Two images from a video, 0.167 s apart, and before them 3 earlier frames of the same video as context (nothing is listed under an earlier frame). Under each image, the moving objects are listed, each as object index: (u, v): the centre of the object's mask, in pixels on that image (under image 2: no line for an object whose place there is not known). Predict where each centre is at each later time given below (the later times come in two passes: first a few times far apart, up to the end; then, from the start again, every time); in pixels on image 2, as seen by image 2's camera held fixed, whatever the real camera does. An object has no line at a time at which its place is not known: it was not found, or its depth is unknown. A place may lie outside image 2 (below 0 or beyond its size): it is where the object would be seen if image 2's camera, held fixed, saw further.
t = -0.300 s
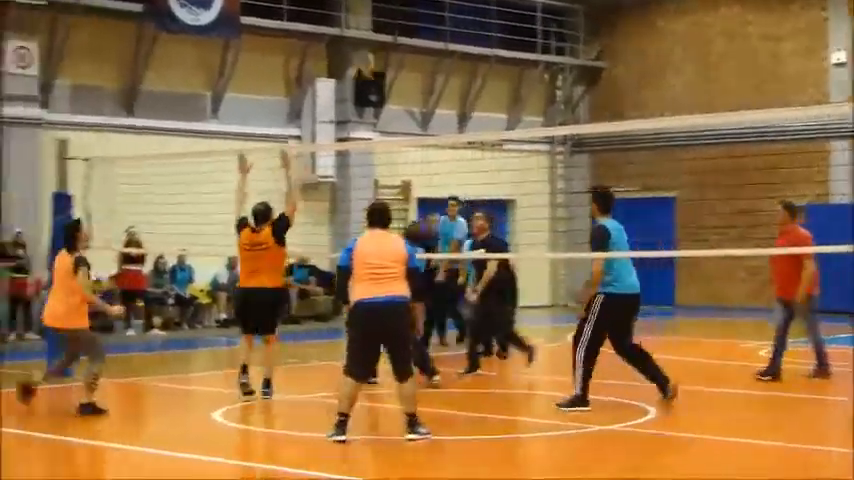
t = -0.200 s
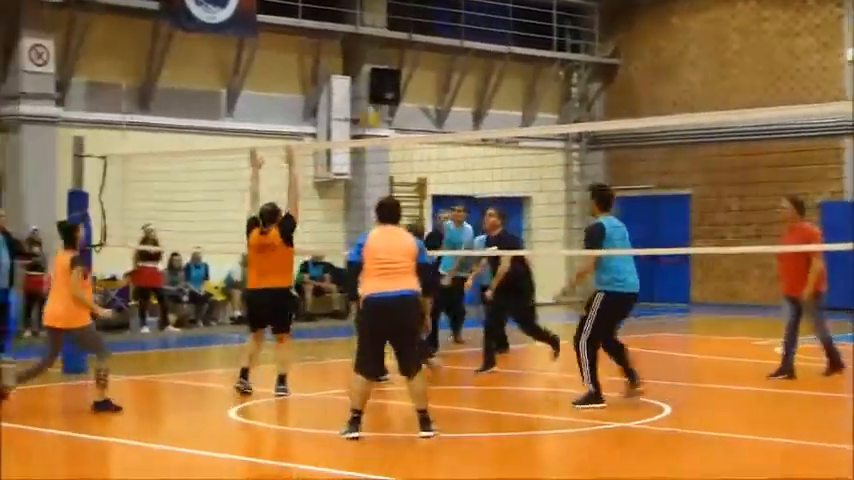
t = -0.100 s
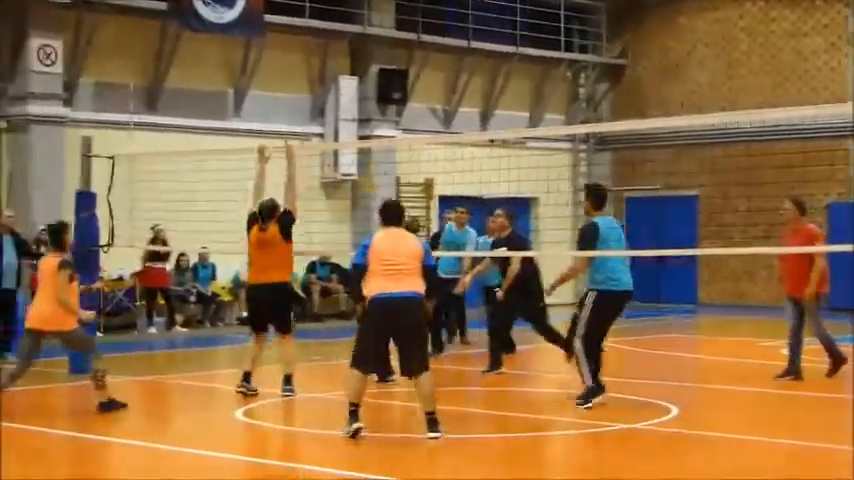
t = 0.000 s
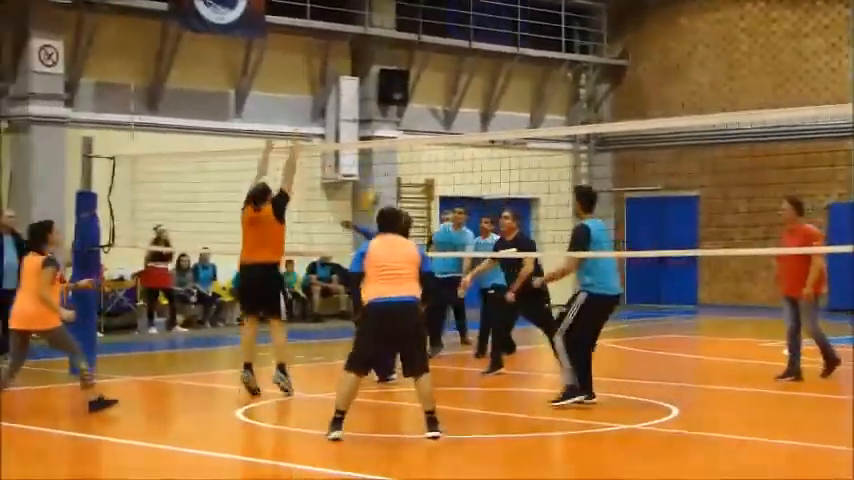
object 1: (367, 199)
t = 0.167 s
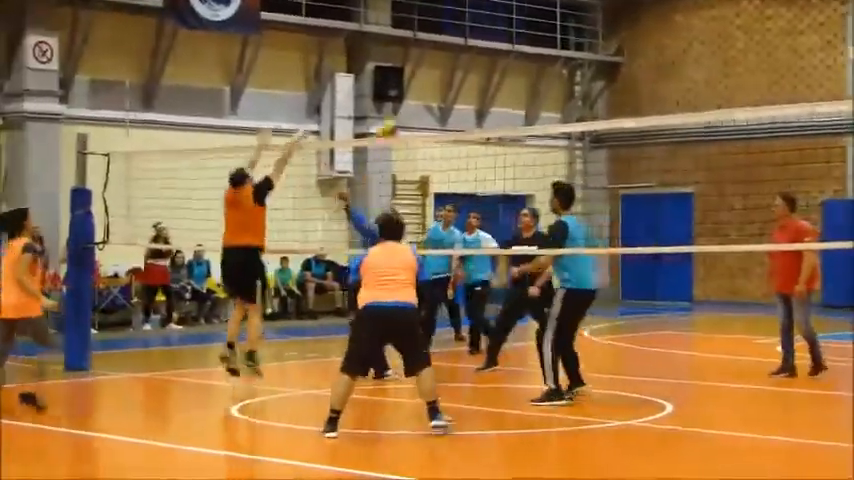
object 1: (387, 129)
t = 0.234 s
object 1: (395, 109)
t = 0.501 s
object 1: (434, 77)
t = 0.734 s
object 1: (466, 108)
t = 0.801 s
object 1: (473, 118)
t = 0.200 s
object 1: (392, 118)
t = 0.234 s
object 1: (395, 109)
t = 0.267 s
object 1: (401, 101)
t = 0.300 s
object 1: (405, 96)
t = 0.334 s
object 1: (411, 89)
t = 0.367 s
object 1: (415, 86)
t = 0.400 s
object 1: (418, 82)
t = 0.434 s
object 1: (422, 79)
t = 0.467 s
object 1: (430, 76)
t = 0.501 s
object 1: (434, 77)
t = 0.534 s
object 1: (438, 77)
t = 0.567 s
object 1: (443, 80)
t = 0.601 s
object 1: (447, 83)
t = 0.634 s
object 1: (452, 87)
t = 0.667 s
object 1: (457, 92)
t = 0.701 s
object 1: (462, 99)
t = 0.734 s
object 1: (466, 108)
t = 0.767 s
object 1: (473, 117)
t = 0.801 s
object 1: (473, 118)
